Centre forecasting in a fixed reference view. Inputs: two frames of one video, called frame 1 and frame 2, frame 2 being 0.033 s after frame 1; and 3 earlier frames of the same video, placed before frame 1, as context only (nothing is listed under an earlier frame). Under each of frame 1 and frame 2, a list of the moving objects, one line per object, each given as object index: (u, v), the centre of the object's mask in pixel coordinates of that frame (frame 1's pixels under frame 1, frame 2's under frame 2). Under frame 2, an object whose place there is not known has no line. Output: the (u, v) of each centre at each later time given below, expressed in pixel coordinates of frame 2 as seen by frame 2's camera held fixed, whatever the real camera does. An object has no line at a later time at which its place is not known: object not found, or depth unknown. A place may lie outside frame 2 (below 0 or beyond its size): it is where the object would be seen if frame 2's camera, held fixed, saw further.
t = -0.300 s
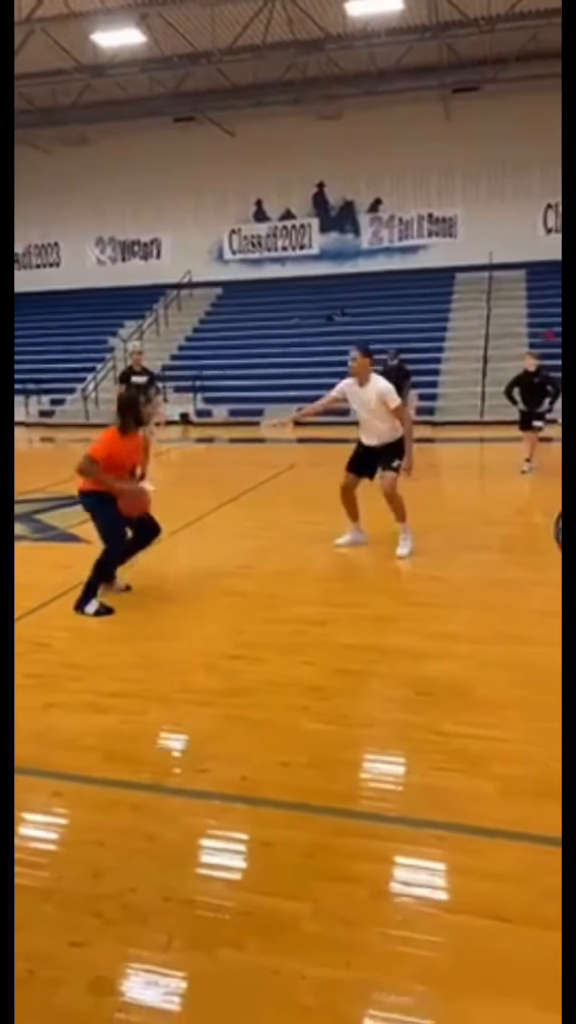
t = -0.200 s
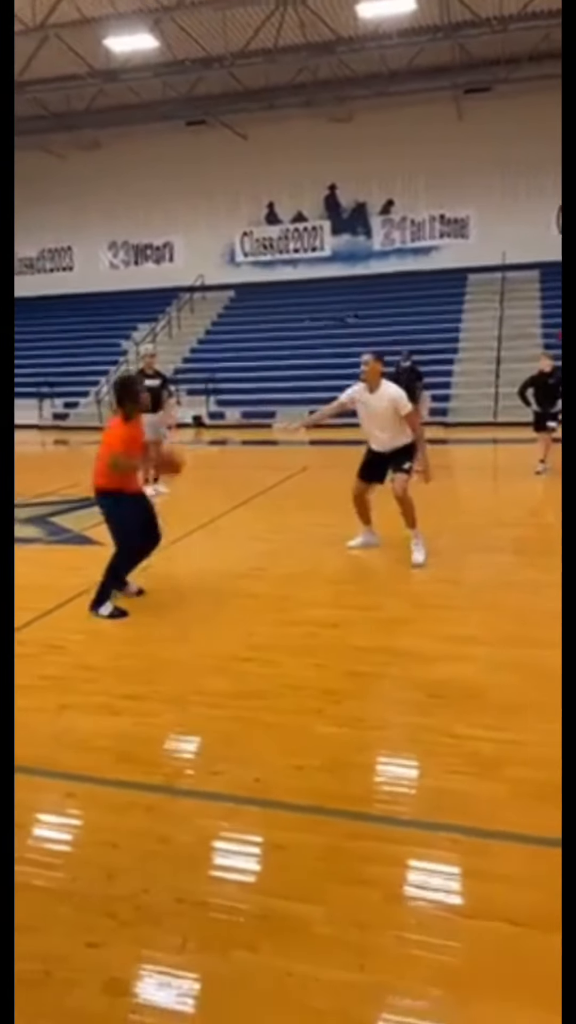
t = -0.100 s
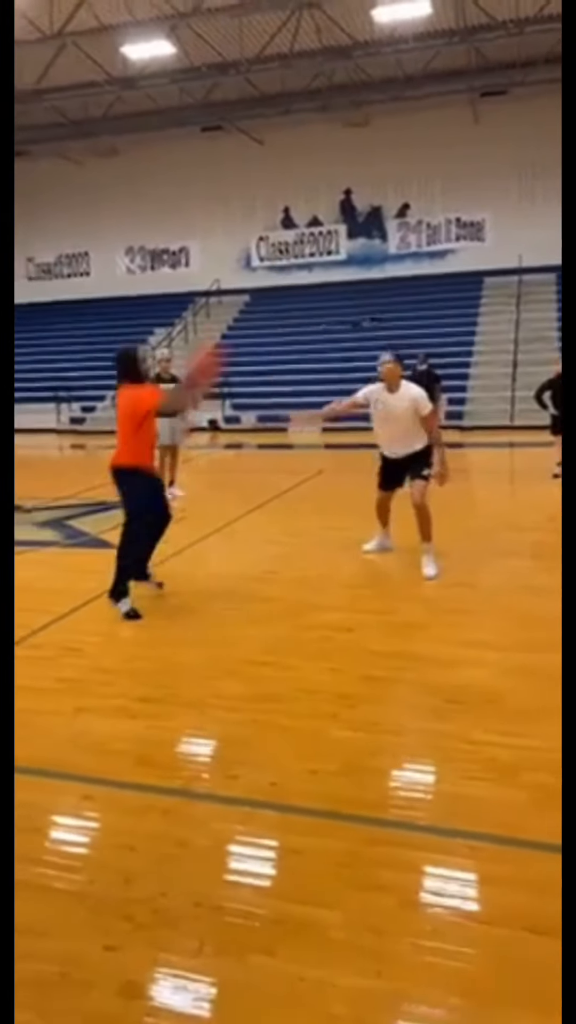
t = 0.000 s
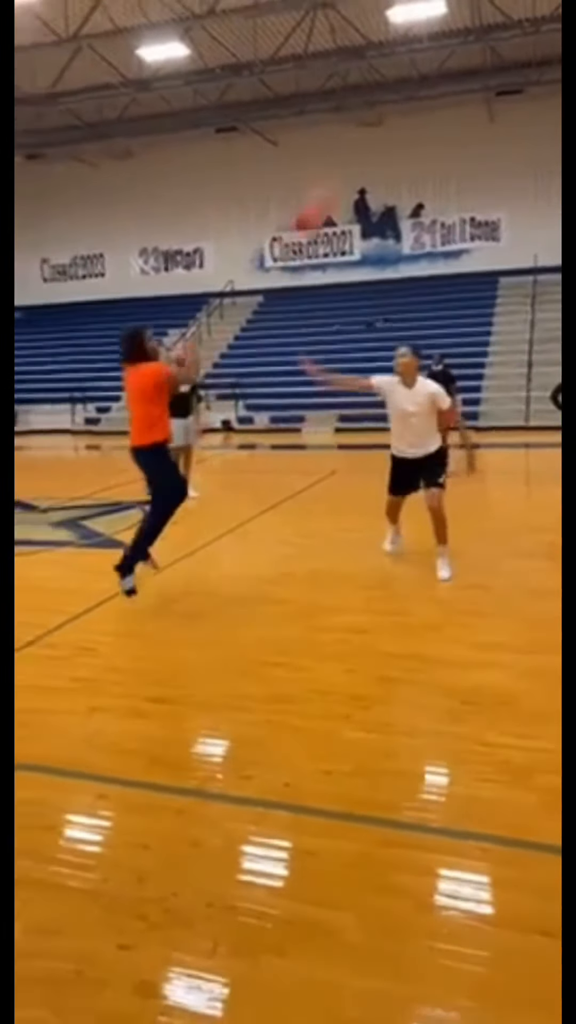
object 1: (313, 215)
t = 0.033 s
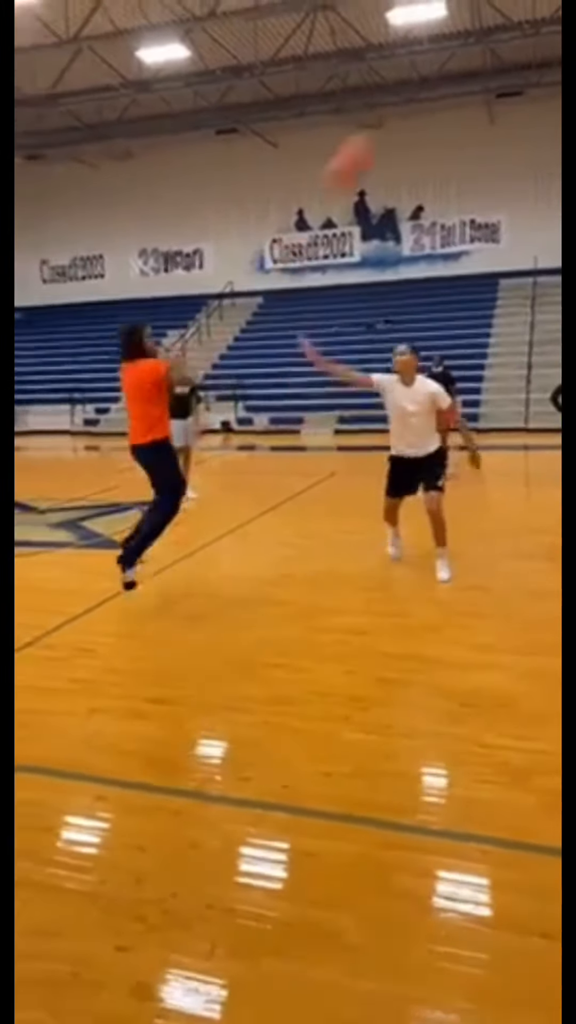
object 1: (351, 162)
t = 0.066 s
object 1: (384, 111)
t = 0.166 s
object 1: (488, -21)
